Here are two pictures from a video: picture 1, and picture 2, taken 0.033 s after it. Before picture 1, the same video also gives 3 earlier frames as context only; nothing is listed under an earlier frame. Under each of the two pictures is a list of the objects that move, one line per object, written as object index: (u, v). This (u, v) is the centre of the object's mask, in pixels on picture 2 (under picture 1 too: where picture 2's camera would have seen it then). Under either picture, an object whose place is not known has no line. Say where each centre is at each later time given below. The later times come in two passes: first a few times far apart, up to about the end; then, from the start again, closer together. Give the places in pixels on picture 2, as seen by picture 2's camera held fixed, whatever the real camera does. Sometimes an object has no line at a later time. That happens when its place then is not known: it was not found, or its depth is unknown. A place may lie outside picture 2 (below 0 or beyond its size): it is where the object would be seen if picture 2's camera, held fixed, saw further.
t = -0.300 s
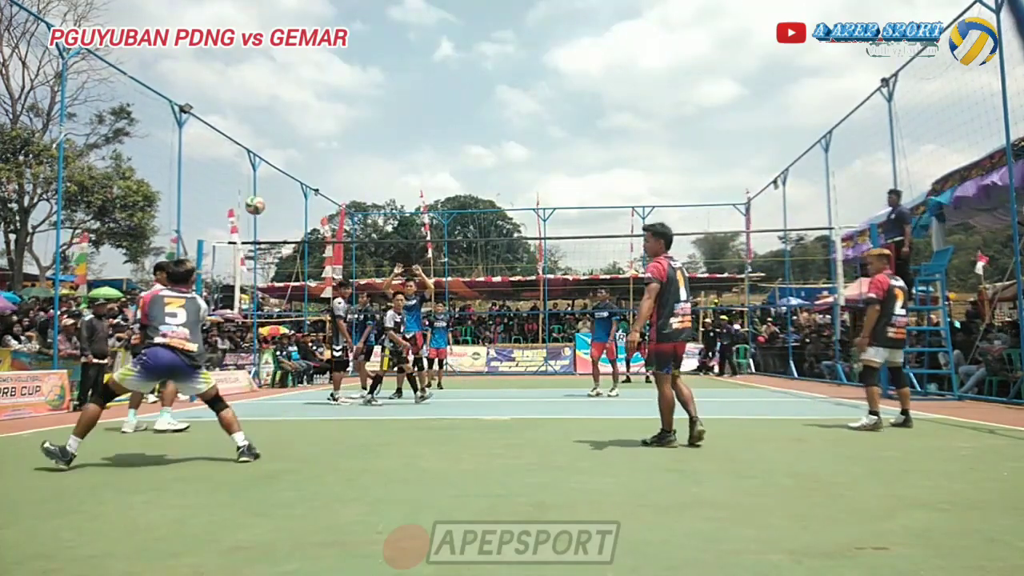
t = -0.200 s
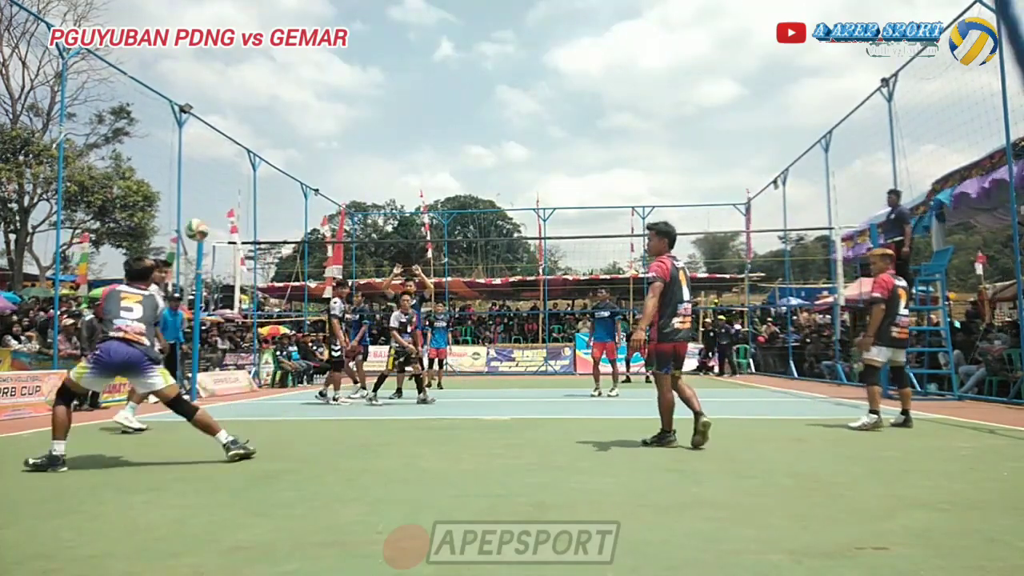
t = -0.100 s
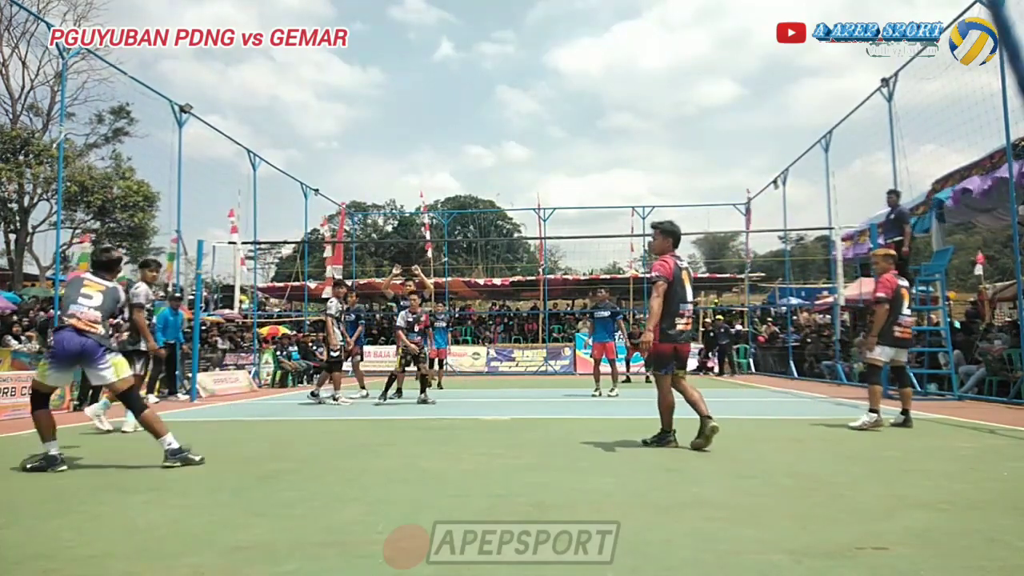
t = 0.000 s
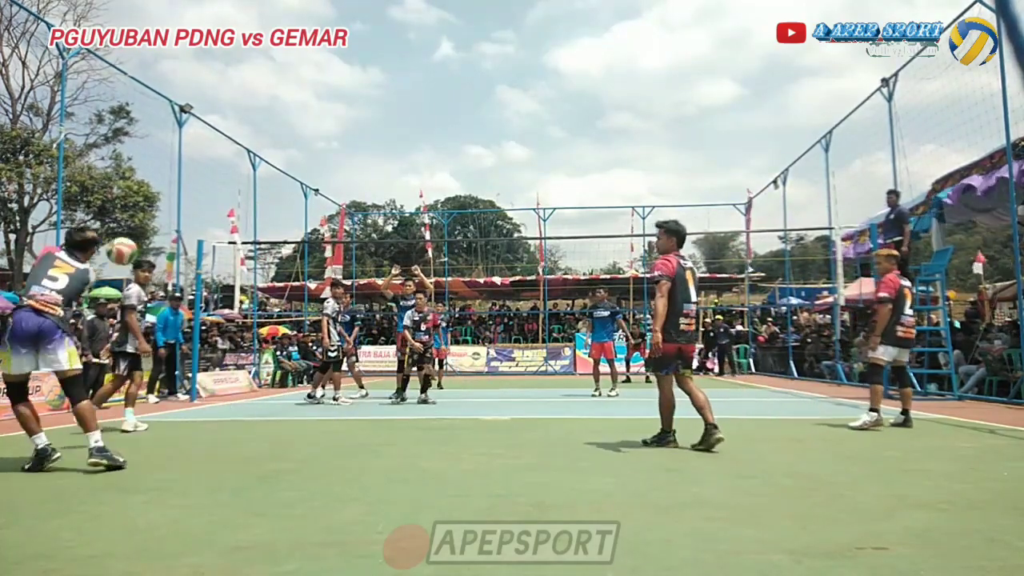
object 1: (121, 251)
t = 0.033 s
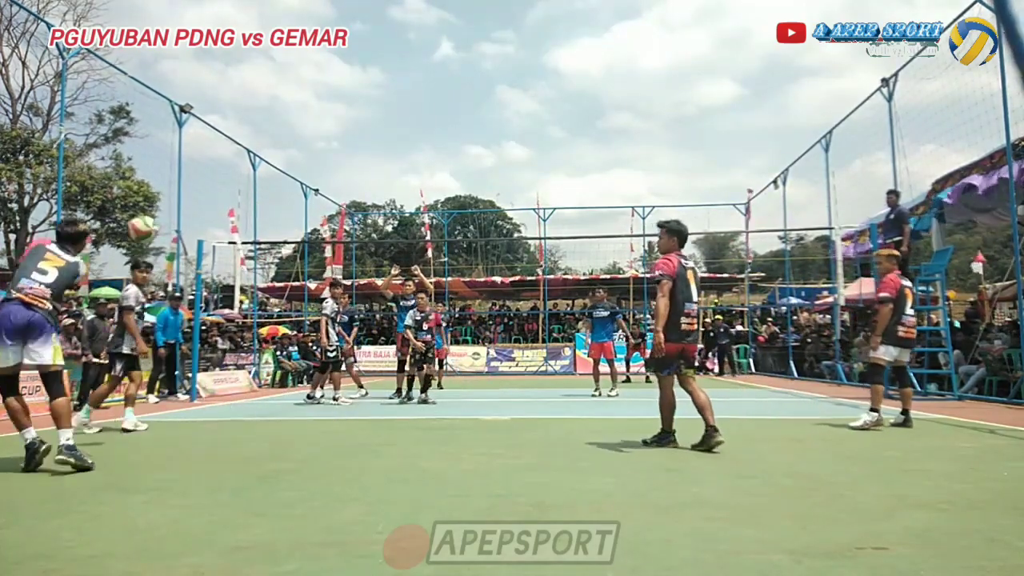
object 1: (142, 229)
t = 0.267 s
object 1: (266, 138)
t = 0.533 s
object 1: (367, 122)
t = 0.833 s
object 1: (453, 172)
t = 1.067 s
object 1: (508, 247)
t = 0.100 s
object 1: (183, 193)
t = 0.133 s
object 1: (201, 178)
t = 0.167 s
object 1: (219, 166)
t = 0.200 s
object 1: (235, 155)
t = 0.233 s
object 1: (251, 145)
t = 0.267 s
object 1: (266, 138)
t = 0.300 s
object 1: (281, 132)
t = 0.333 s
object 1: (295, 127)
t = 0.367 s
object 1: (308, 124)
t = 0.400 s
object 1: (321, 121)
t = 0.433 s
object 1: (333, 120)
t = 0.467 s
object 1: (345, 119)
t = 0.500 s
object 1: (356, 120)
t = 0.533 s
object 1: (367, 122)
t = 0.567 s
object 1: (378, 124)
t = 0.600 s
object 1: (388, 127)
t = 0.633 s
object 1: (398, 131)
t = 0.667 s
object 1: (408, 137)
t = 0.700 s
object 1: (418, 142)
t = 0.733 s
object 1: (427, 149)
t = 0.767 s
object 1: (436, 157)
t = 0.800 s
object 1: (445, 164)
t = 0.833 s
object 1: (453, 172)
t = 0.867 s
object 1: (462, 182)
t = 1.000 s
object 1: (493, 223)
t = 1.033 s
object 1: (501, 235)
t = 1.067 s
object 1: (508, 247)
